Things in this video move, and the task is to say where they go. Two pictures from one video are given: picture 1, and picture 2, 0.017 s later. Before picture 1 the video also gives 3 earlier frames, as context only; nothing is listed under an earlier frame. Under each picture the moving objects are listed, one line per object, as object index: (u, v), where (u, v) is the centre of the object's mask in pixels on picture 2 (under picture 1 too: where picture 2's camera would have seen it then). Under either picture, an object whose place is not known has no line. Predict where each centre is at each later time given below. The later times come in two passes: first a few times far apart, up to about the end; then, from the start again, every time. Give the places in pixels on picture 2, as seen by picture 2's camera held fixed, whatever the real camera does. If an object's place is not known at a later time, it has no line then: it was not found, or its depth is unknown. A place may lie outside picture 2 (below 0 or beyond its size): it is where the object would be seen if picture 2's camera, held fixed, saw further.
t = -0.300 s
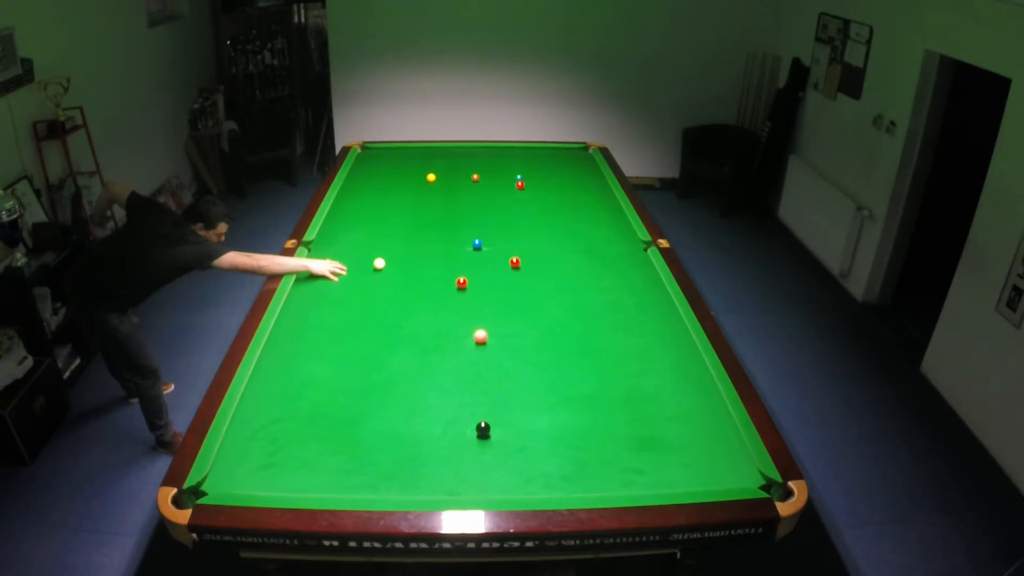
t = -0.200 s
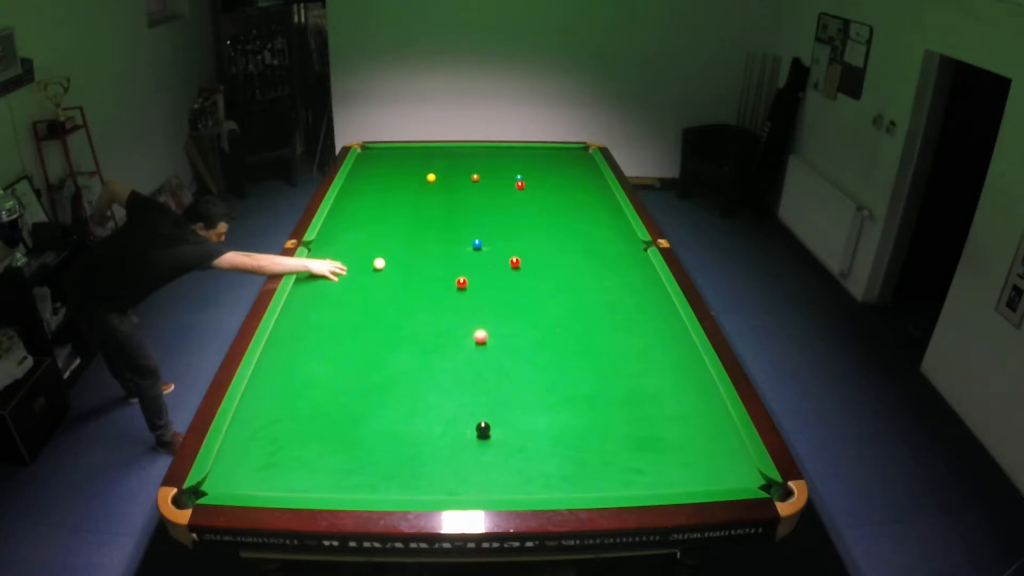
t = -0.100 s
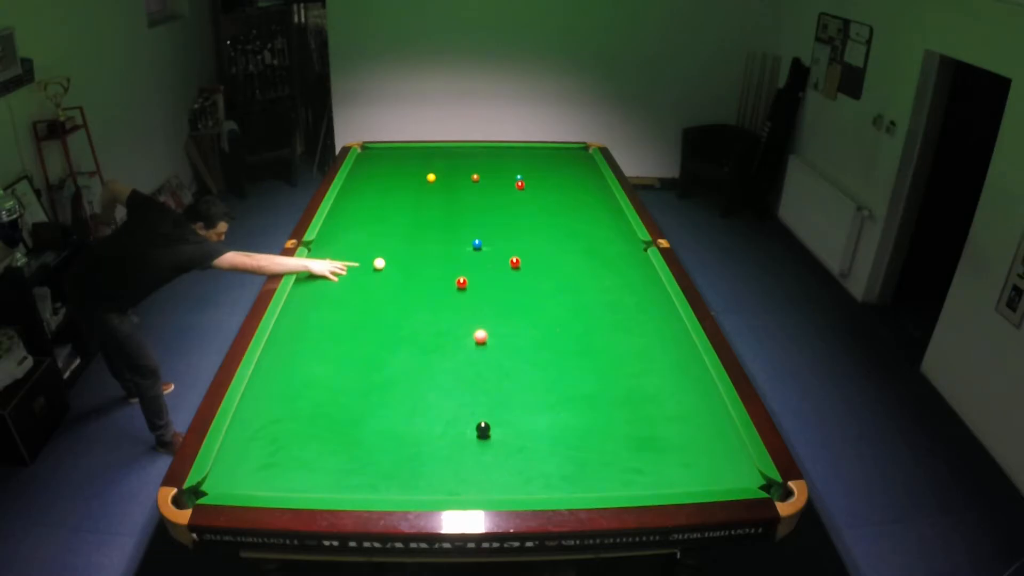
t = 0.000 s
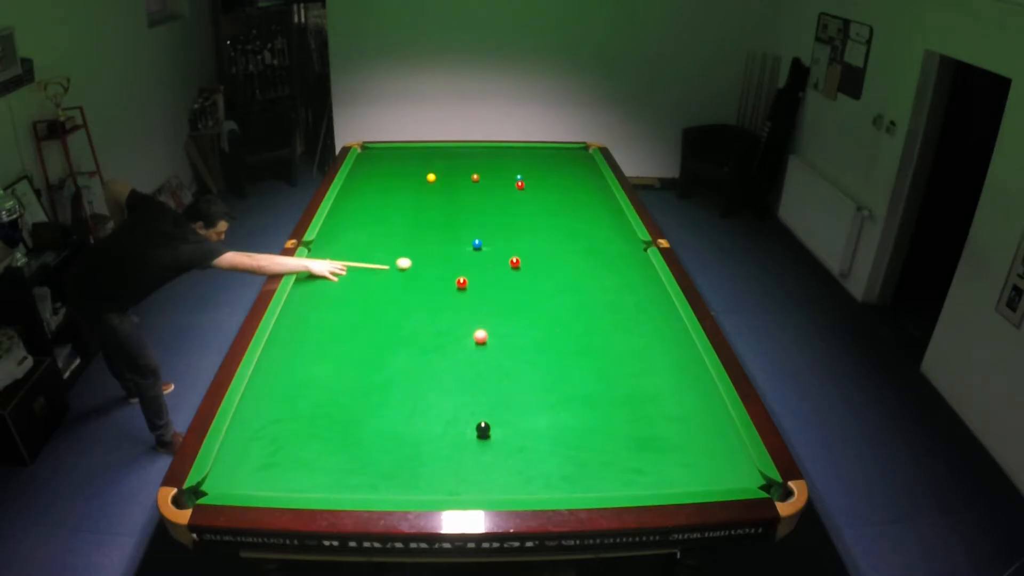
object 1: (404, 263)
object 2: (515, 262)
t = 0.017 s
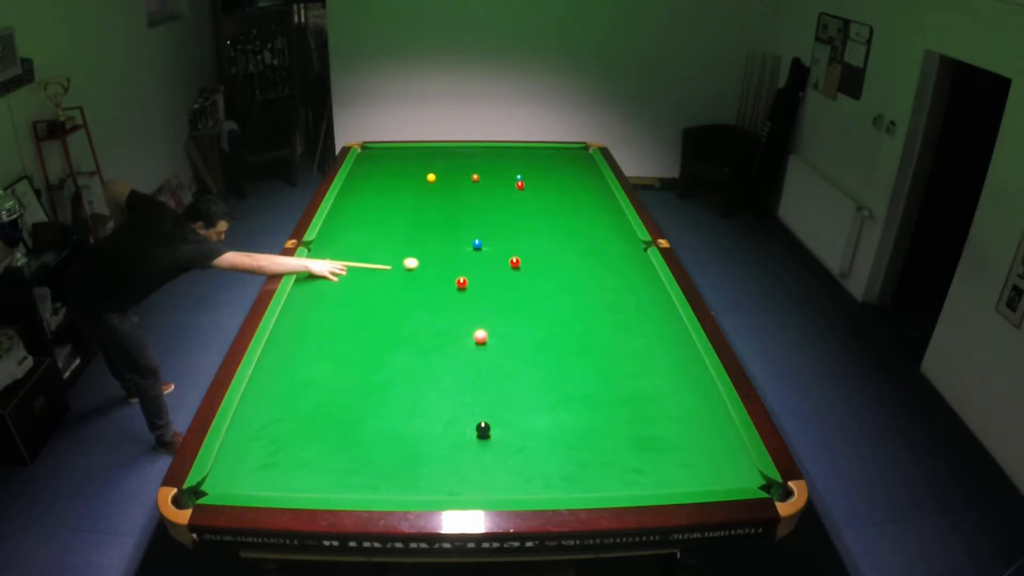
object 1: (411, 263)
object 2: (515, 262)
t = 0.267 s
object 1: (501, 264)
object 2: (514, 263)
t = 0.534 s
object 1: (511, 270)
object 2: (566, 256)
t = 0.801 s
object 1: (517, 276)
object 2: (610, 251)
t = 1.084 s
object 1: (522, 282)
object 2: (651, 246)
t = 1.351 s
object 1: (527, 287)
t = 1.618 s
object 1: (532, 291)
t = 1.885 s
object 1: (535, 295)
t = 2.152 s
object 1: (539, 298)
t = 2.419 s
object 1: (541, 300)
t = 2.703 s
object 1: (544, 302)
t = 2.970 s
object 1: (544, 303)
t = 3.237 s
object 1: (544, 303)
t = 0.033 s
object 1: (417, 263)
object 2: (515, 263)
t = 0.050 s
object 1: (424, 263)
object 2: (515, 263)
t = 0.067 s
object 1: (431, 263)
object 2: (515, 263)
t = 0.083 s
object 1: (438, 263)
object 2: (515, 263)
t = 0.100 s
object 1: (444, 263)
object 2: (515, 263)
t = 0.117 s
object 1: (450, 263)
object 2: (515, 263)
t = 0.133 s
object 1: (456, 263)
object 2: (515, 263)
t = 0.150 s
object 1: (462, 263)
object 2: (515, 263)
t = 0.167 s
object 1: (468, 263)
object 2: (515, 263)
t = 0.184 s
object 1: (474, 264)
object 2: (515, 263)
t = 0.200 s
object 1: (480, 264)
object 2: (515, 263)
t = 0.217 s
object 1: (485, 264)
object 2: (515, 263)
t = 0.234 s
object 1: (491, 264)
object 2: (515, 263)
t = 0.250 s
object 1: (496, 264)
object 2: (515, 263)
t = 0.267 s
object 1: (501, 264)
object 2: (514, 263)
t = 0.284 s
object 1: (505, 264)
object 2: (516, 262)
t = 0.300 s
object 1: (505, 264)
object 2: (520, 262)
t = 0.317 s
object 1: (506, 265)
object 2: (524, 262)
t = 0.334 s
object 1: (506, 265)
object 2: (528, 261)
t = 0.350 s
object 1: (507, 266)
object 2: (532, 261)
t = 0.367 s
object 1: (507, 266)
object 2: (535, 260)
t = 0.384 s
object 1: (508, 267)
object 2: (539, 260)
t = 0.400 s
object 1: (508, 267)
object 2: (542, 259)
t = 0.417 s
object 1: (508, 267)
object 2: (545, 259)
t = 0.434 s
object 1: (509, 268)
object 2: (548, 259)
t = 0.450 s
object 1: (509, 268)
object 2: (551, 258)
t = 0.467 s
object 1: (509, 268)
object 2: (554, 258)
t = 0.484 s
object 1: (510, 269)
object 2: (557, 258)
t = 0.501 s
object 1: (510, 269)
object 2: (560, 257)
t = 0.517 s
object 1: (511, 270)
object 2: (563, 257)
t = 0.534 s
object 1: (511, 270)
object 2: (566, 256)
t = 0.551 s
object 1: (511, 270)
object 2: (569, 256)
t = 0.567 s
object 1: (512, 271)
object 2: (572, 256)
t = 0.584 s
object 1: (512, 271)
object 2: (574, 255)
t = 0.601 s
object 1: (512, 271)
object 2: (577, 255)
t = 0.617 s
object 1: (513, 272)
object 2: (580, 255)
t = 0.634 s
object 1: (513, 272)
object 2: (583, 254)
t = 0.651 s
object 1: (513, 273)
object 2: (586, 254)
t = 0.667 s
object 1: (514, 273)
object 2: (588, 254)
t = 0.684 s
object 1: (514, 273)
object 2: (591, 254)
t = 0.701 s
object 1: (515, 274)
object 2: (594, 253)
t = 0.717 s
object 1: (515, 274)
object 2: (597, 253)
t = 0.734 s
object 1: (515, 275)
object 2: (599, 253)
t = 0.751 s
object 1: (516, 275)
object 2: (602, 252)
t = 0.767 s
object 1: (516, 275)
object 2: (605, 252)
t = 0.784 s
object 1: (516, 276)
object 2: (607, 252)
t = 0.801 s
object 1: (517, 276)
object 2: (610, 251)
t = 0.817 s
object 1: (517, 276)
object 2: (612, 251)
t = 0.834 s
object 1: (517, 277)
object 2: (615, 250)
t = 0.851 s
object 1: (518, 277)
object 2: (618, 250)
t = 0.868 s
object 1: (518, 277)
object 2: (620, 250)
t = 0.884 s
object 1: (518, 278)
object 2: (623, 250)
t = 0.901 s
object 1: (519, 278)
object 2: (625, 249)
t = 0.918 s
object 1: (519, 278)
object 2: (628, 249)
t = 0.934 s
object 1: (519, 279)
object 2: (631, 249)
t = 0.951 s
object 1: (520, 279)
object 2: (633, 248)
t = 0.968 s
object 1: (520, 279)
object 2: (635, 248)
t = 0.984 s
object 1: (520, 280)
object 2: (638, 248)
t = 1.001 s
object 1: (521, 280)
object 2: (640, 247)
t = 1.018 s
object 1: (521, 280)
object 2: (643, 247)
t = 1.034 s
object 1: (521, 281)
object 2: (645, 246)
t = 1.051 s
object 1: (522, 281)
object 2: (646, 246)
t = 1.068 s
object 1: (522, 281)
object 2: (648, 246)
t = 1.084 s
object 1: (522, 282)
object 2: (651, 246)
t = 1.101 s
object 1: (523, 282)
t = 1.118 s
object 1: (523, 282)
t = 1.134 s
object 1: (523, 283)
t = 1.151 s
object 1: (524, 283)
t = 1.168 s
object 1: (524, 283)
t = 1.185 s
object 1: (524, 284)
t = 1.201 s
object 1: (525, 284)
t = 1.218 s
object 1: (525, 284)
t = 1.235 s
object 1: (525, 285)
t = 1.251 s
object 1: (525, 285)
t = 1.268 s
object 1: (526, 285)
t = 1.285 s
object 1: (526, 286)
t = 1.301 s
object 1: (526, 286)
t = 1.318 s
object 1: (527, 286)
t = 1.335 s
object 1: (527, 286)
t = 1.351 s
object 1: (527, 287)
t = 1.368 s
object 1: (528, 287)
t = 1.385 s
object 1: (528, 287)
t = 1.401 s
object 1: (528, 287)
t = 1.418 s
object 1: (528, 288)
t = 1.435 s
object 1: (529, 288)
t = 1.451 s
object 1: (529, 288)
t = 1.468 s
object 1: (529, 289)
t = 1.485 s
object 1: (530, 289)
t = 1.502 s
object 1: (530, 289)
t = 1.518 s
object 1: (530, 289)
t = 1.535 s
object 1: (530, 290)
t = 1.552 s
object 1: (531, 290)
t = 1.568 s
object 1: (531, 290)
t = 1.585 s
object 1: (531, 290)
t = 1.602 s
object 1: (531, 291)
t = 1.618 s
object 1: (532, 291)
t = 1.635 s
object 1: (532, 291)
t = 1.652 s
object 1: (532, 292)
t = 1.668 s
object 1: (532, 292)
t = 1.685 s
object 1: (533, 292)
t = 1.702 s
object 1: (533, 292)
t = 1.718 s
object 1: (533, 293)
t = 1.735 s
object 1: (533, 293)
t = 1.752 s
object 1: (534, 293)
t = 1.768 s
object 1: (534, 293)
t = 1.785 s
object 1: (534, 293)
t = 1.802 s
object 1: (534, 294)
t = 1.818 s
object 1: (535, 294)
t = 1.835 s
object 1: (535, 294)
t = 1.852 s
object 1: (535, 294)
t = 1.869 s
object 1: (535, 295)
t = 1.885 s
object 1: (535, 295)
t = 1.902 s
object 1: (536, 295)
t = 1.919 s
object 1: (536, 295)
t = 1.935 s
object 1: (536, 295)
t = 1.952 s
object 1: (536, 296)
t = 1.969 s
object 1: (536, 296)
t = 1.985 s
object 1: (537, 296)
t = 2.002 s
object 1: (537, 296)
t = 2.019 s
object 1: (537, 296)
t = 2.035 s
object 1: (537, 297)
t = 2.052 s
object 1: (537, 297)
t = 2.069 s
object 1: (538, 297)
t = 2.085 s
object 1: (538, 297)
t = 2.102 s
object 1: (538, 297)
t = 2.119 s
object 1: (538, 298)
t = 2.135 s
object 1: (538, 298)
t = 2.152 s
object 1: (539, 298)
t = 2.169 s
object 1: (539, 298)
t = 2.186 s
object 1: (539, 298)
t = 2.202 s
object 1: (539, 298)
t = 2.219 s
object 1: (539, 299)
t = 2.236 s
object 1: (540, 299)
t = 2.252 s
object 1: (540, 299)
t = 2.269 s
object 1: (540, 299)
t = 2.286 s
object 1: (540, 299)
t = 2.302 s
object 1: (540, 299)
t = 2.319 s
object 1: (540, 300)
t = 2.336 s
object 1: (541, 300)
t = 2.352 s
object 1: (541, 300)
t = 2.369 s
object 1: (541, 300)
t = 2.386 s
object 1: (541, 300)
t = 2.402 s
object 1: (541, 300)
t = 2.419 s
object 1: (541, 300)
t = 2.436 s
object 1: (542, 300)
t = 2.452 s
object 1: (542, 301)
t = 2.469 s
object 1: (542, 301)
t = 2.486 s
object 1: (542, 301)
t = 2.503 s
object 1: (542, 301)
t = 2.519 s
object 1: (542, 301)
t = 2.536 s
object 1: (542, 301)
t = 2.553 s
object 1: (543, 301)
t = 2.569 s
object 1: (543, 301)
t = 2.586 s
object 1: (543, 301)
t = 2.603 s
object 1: (543, 301)
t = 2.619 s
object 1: (543, 302)
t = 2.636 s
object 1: (543, 302)
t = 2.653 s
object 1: (543, 302)
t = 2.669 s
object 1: (543, 302)
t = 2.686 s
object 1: (543, 302)
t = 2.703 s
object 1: (544, 302)
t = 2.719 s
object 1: (544, 302)
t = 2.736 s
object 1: (544, 302)
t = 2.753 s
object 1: (544, 302)
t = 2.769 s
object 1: (544, 302)
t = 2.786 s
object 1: (544, 302)
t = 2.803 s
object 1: (544, 302)
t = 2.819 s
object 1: (544, 302)
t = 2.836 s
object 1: (544, 303)
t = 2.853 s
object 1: (544, 303)
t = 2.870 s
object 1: (544, 303)
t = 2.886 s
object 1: (544, 303)
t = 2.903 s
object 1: (544, 303)
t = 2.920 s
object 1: (544, 303)
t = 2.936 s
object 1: (544, 303)
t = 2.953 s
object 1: (544, 303)
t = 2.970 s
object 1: (544, 303)
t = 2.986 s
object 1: (544, 303)
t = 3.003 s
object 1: (544, 303)
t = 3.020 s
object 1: (544, 303)
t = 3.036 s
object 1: (544, 303)
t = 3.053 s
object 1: (544, 303)
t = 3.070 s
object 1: (544, 303)
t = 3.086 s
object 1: (544, 303)
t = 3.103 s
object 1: (544, 303)
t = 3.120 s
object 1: (544, 303)
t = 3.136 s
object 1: (544, 303)
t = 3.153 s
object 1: (544, 303)
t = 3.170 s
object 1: (544, 303)
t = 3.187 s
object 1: (544, 303)
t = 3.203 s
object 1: (544, 303)
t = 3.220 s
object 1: (544, 303)
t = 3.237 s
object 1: (544, 303)
